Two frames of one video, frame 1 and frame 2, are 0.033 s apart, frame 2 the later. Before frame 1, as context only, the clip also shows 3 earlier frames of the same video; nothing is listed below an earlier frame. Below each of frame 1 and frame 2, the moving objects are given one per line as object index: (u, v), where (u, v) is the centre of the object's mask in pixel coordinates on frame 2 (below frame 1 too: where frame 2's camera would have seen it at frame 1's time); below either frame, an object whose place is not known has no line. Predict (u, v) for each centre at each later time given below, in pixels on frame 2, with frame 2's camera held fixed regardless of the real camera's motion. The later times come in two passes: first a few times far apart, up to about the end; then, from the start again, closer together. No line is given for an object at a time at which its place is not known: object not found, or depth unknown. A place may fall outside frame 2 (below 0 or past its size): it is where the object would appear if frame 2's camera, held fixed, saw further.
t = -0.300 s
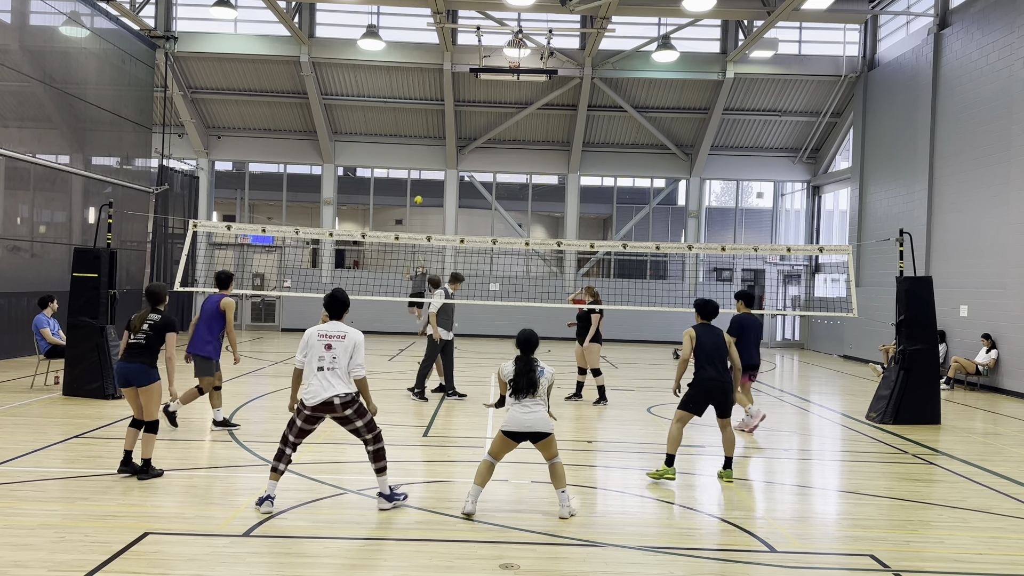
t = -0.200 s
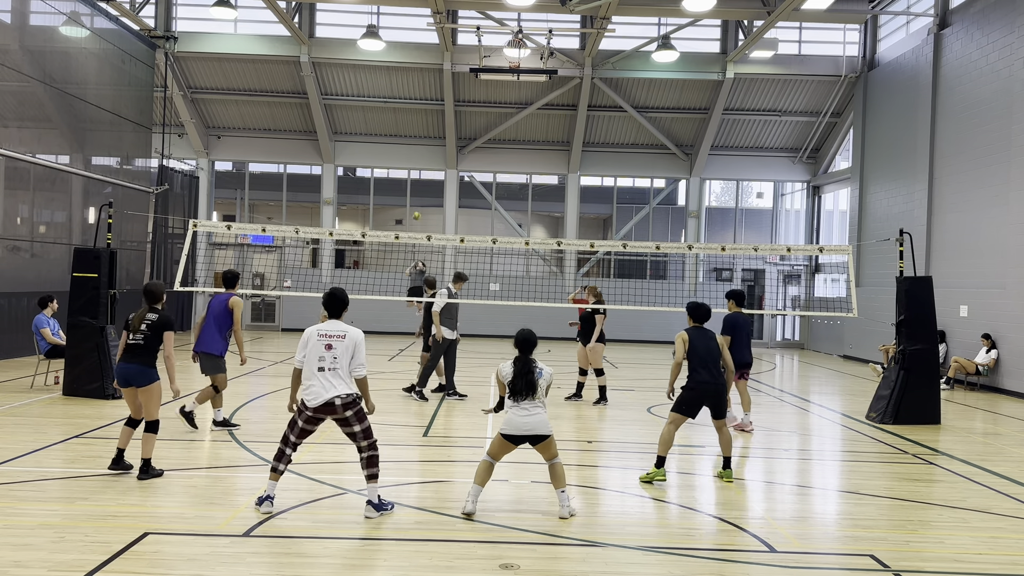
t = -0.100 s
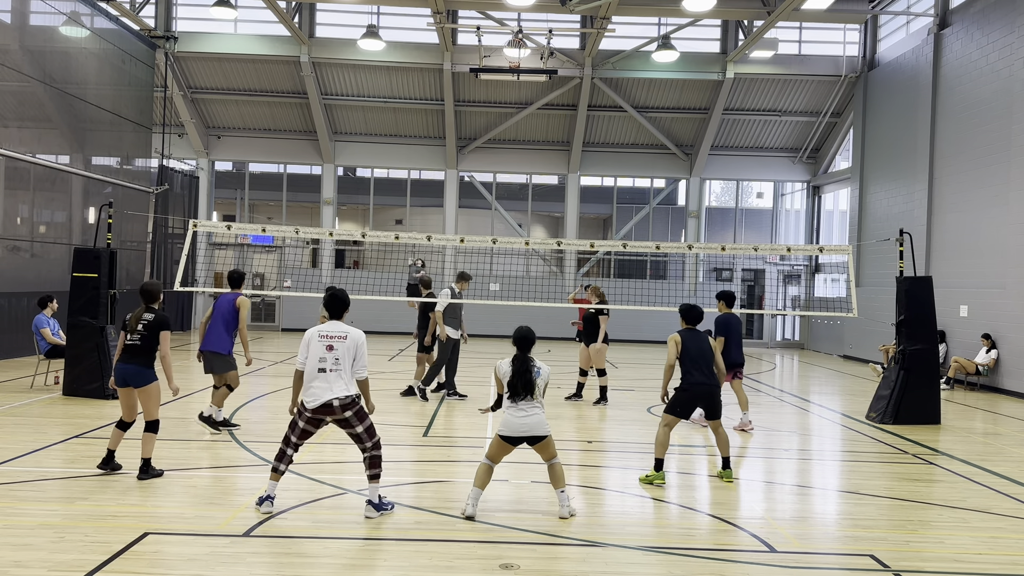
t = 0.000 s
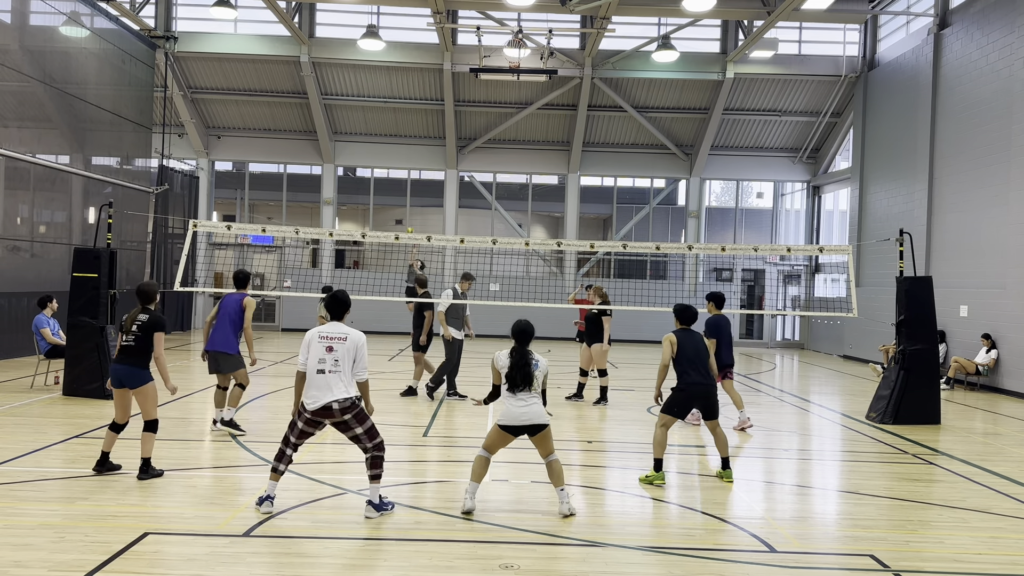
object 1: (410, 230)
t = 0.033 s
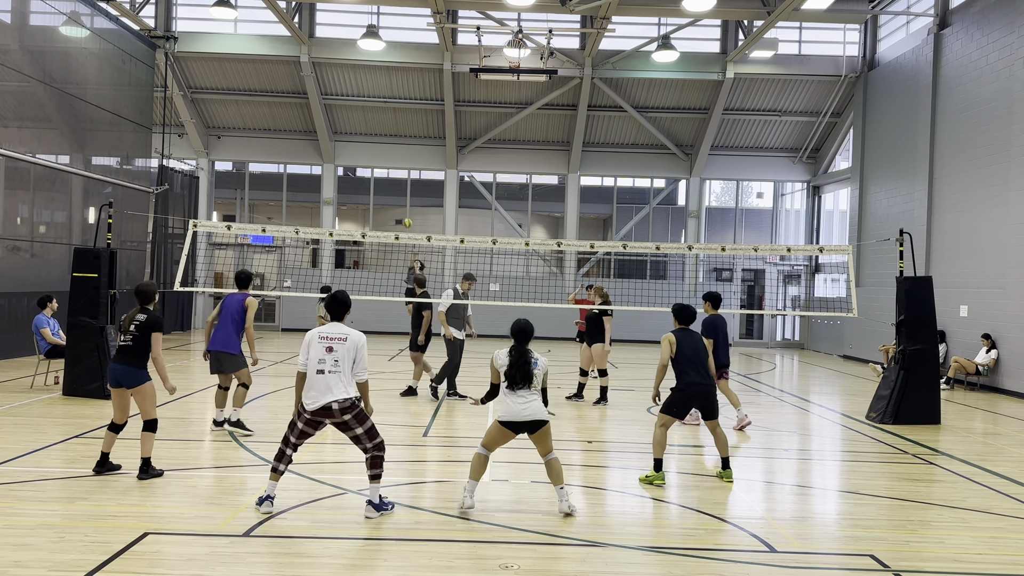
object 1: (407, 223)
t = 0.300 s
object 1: (382, 157)
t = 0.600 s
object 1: (337, 94)
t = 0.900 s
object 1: (265, 72)
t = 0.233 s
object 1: (390, 173)
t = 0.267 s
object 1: (386, 165)
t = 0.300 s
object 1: (382, 157)
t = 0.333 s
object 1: (378, 149)
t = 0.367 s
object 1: (373, 141)
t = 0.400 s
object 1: (368, 134)
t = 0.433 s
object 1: (364, 127)
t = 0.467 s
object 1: (360, 119)
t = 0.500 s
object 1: (354, 112)
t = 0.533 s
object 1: (349, 106)
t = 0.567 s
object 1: (343, 100)
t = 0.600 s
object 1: (337, 94)
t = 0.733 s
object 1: (310, 77)
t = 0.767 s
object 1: (303, 74)
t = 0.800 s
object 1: (295, 72)
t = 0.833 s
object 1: (285, 71)
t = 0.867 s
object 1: (276, 70)
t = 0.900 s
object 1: (265, 72)
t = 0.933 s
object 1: (254, 75)
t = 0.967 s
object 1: (242, 79)
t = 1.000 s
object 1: (227, 85)
